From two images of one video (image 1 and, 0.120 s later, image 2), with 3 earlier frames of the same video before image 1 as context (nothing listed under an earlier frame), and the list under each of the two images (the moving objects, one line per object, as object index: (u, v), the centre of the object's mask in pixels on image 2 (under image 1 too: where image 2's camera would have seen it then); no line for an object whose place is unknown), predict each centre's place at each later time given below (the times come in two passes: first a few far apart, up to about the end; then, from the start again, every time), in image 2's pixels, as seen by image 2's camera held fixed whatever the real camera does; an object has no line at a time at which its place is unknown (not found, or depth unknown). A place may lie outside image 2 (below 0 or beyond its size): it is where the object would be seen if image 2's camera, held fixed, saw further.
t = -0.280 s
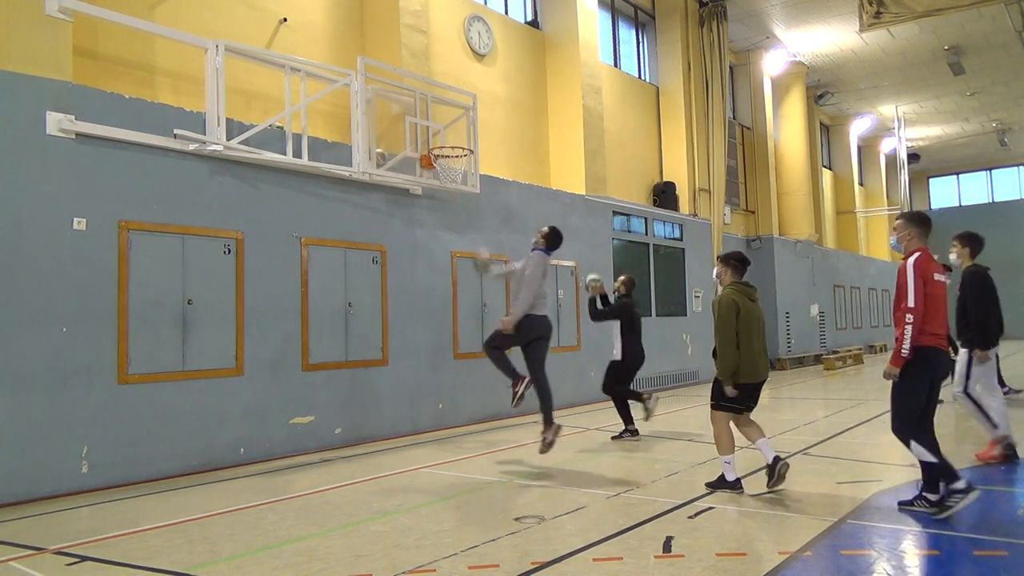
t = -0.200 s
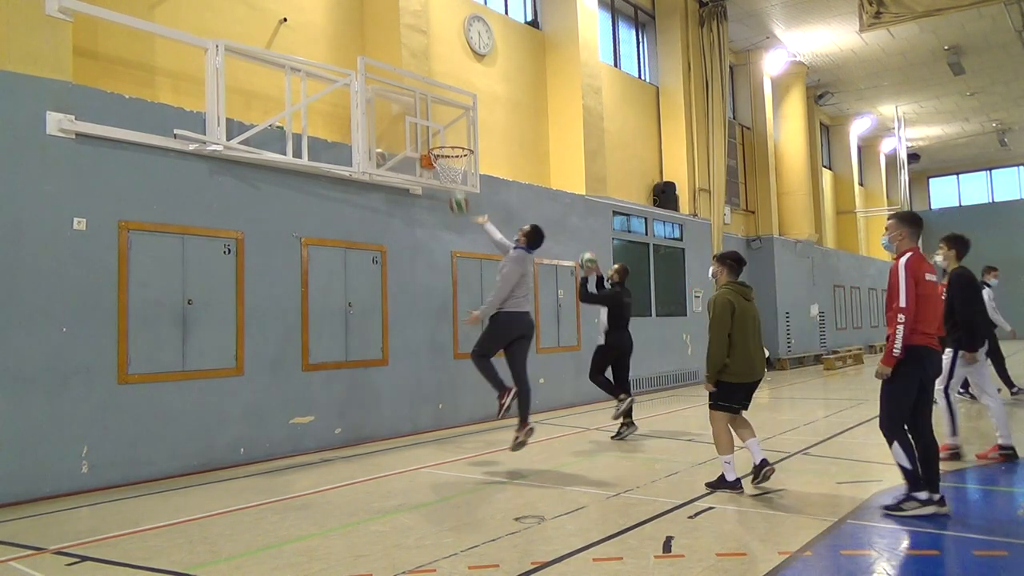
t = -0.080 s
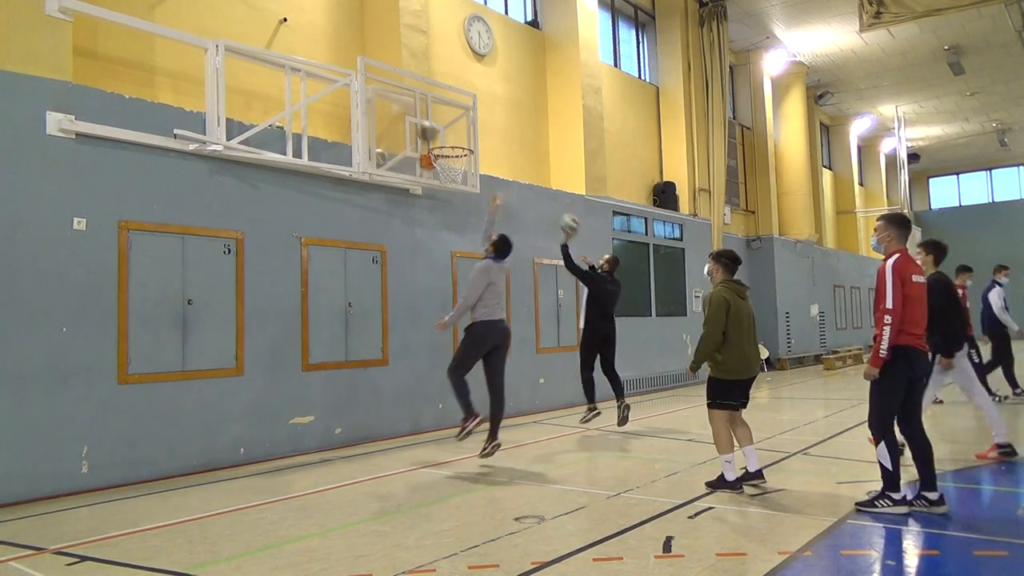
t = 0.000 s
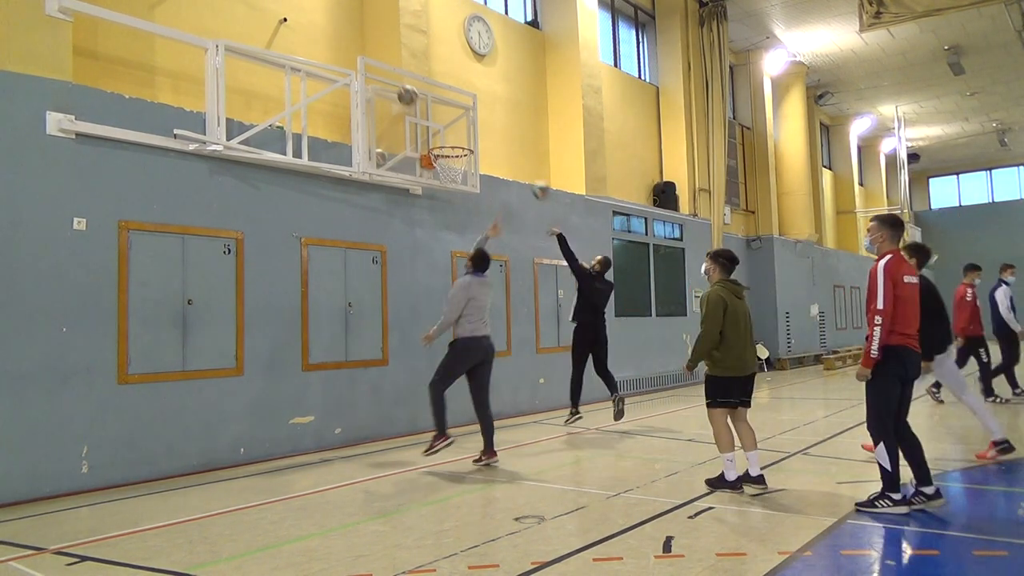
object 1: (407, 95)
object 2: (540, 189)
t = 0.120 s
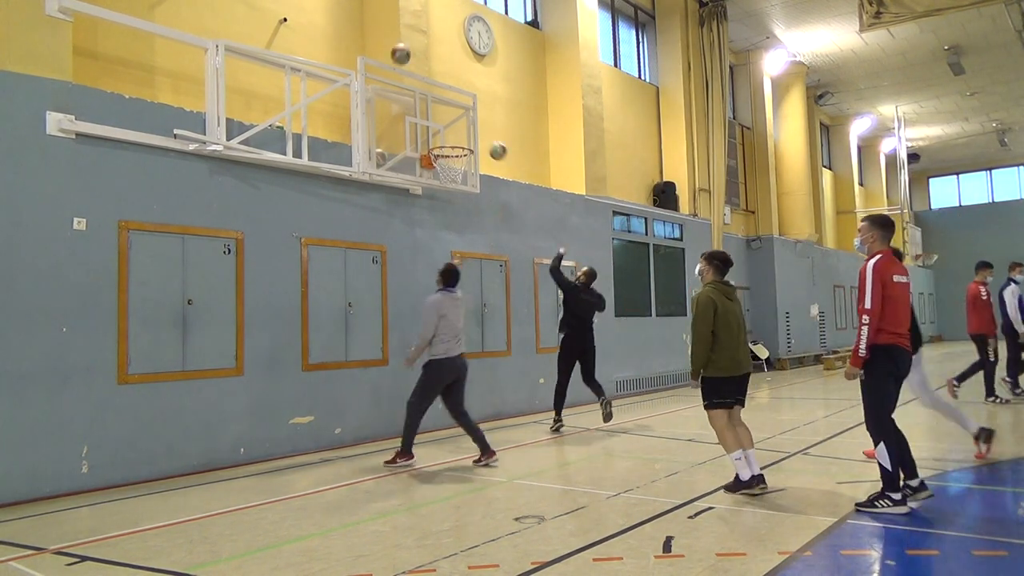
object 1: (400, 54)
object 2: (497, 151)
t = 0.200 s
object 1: (415, 33)
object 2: (471, 132)
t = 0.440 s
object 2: (500, 122)
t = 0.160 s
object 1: (407, 42)
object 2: (484, 141)
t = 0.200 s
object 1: (415, 33)
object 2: (471, 132)
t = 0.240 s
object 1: (421, 24)
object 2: (467, 127)
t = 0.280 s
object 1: (429, 17)
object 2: (474, 123)
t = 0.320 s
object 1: (436, 11)
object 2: (480, 121)
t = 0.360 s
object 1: (444, 8)
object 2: (486, 120)
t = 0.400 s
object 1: (452, 6)
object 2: (493, 120)
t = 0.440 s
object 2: (500, 122)
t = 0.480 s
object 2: (507, 125)
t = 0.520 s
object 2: (514, 130)
